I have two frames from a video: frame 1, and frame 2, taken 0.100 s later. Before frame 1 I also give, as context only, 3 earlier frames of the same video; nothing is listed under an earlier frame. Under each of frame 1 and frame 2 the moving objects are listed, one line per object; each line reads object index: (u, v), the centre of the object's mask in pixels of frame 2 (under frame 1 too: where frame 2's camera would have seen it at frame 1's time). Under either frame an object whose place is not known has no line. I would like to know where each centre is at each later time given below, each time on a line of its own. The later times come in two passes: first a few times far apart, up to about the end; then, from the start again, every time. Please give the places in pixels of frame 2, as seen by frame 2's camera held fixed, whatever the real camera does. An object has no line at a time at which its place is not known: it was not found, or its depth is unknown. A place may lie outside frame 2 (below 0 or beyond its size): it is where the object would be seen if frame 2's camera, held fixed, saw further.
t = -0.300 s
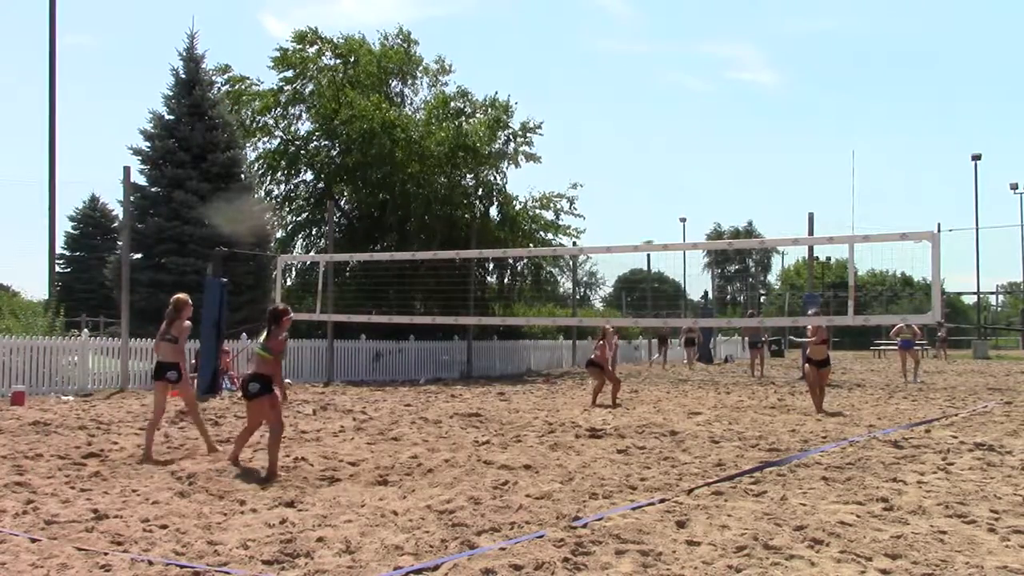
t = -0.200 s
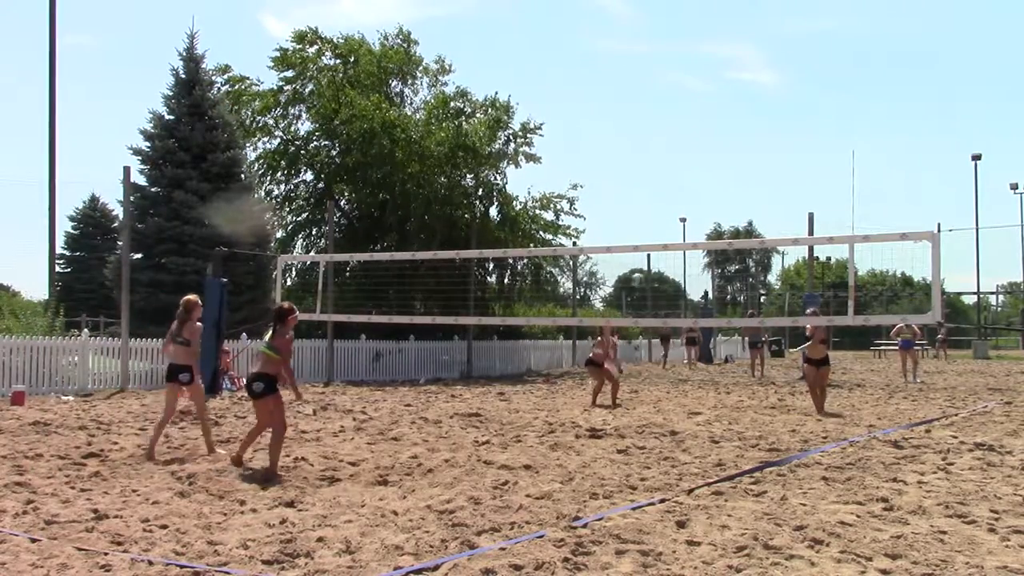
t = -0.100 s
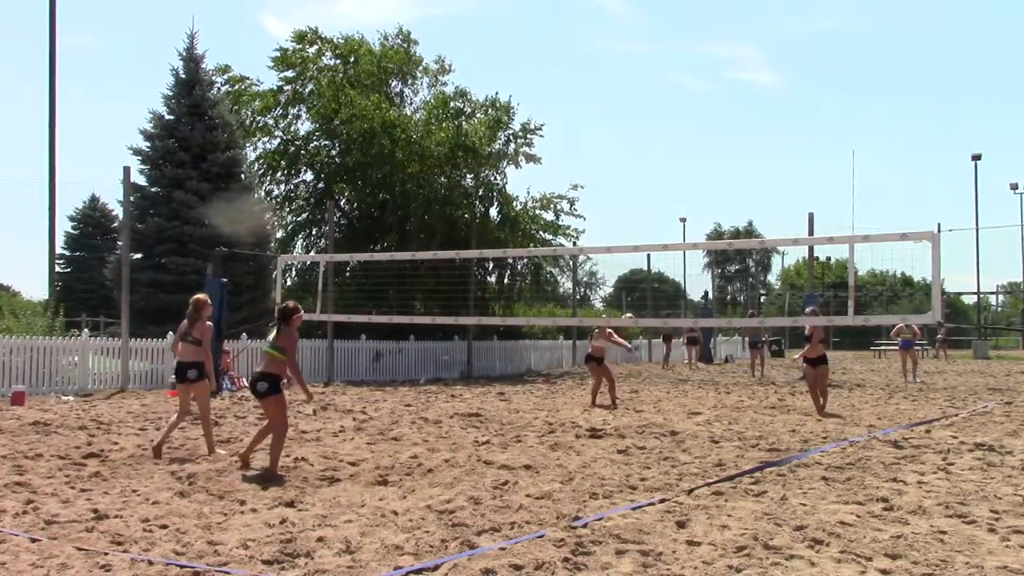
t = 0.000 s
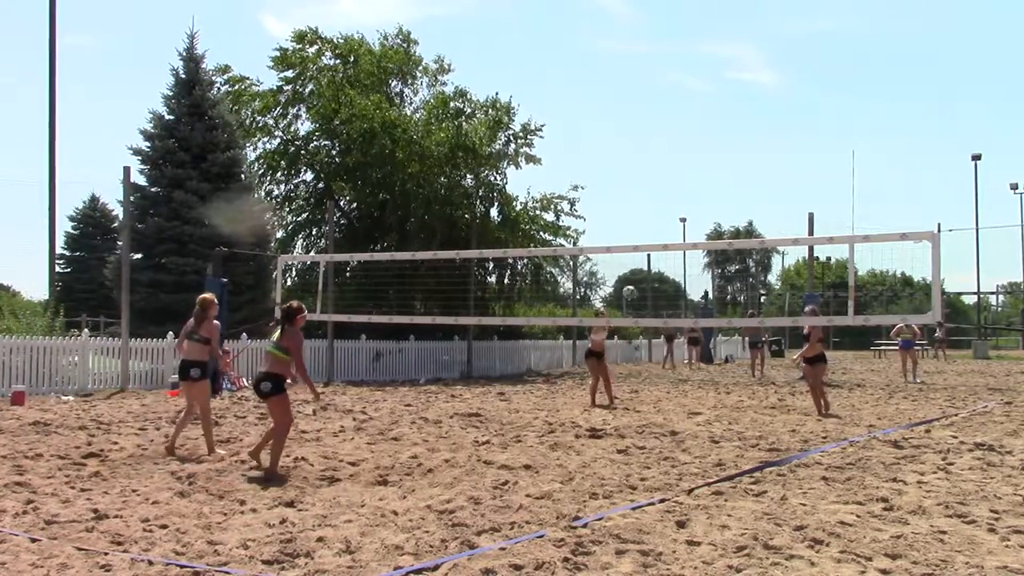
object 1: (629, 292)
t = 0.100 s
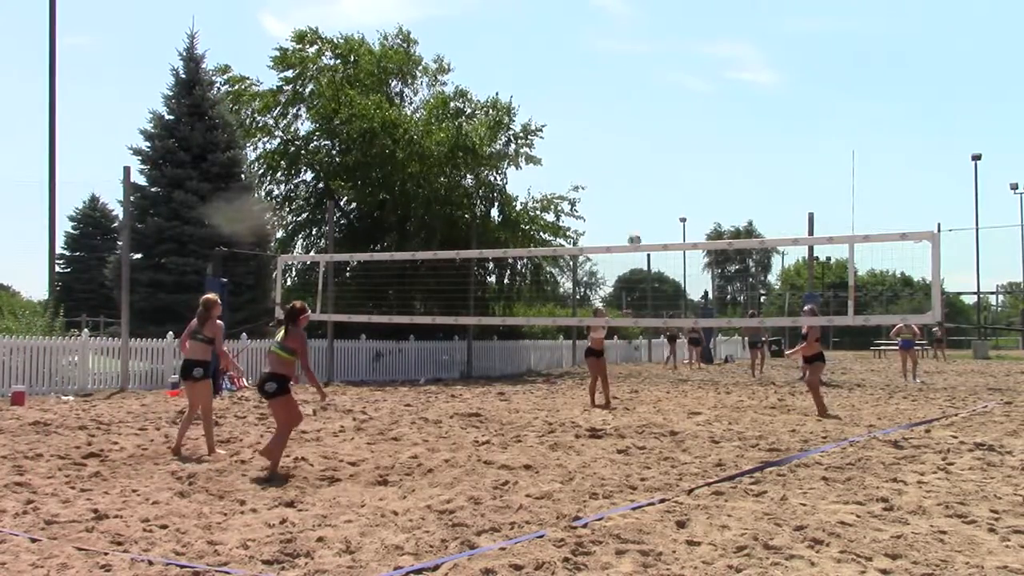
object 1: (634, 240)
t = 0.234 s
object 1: (640, 181)
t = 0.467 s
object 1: (650, 102)
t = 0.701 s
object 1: (657, 58)
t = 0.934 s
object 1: (664, 48)
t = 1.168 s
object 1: (670, 75)
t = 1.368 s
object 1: (674, 129)
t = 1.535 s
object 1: (677, 196)
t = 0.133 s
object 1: (636, 225)
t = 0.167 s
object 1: (637, 210)
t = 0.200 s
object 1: (638, 195)
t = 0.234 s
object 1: (640, 181)
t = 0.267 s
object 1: (641, 168)
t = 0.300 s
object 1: (643, 155)
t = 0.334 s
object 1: (645, 143)
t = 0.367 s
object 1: (646, 132)
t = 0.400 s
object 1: (647, 122)
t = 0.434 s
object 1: (648, 112)
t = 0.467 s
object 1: (650, 102)
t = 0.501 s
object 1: (651, 94)
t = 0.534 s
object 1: (651, 86)
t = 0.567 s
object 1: (653, 80)
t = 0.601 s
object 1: (654, 73)
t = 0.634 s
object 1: (655, 67)
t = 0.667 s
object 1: (656, 62)
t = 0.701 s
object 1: (657, 58)
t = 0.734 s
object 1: (658, 55)
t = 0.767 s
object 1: (659, 51)
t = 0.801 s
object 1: (660, 50)
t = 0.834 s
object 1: (661, 48)
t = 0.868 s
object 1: (662, 47)
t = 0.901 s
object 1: (663, 48)
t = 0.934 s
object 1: (664, 48)
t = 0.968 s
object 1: (665, 50)
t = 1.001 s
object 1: (666, 52)
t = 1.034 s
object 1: (666, 55)
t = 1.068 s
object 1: (667, 59)
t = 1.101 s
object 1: (668, 63)
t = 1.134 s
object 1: (669, 69)
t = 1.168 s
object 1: (670, 75)
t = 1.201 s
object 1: (670, 82)
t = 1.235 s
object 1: (671, 90)
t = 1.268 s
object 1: (672, 98)
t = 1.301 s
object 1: (672, 108)
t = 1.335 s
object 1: (673, 118)
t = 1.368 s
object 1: (674, 129)
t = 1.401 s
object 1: (674, 140)
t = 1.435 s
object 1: (675, 153)
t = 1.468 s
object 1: (676, 166)
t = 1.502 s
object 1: (676, 181)
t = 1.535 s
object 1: (677, 196)
